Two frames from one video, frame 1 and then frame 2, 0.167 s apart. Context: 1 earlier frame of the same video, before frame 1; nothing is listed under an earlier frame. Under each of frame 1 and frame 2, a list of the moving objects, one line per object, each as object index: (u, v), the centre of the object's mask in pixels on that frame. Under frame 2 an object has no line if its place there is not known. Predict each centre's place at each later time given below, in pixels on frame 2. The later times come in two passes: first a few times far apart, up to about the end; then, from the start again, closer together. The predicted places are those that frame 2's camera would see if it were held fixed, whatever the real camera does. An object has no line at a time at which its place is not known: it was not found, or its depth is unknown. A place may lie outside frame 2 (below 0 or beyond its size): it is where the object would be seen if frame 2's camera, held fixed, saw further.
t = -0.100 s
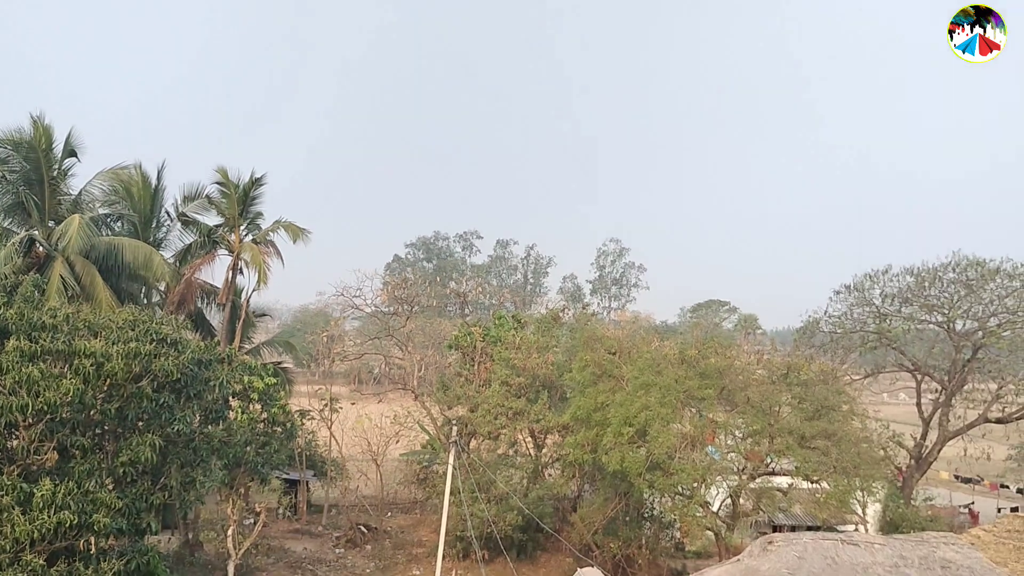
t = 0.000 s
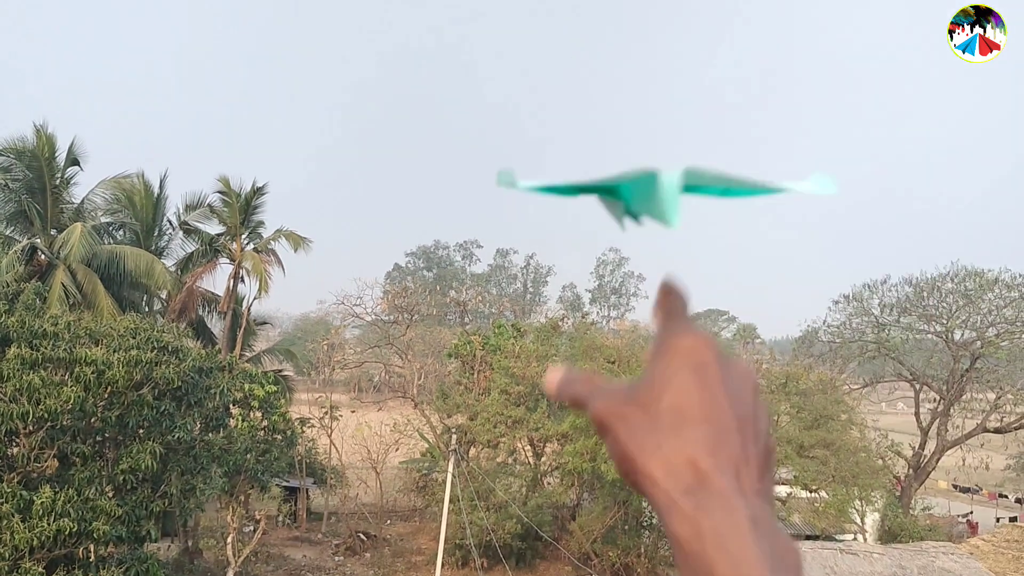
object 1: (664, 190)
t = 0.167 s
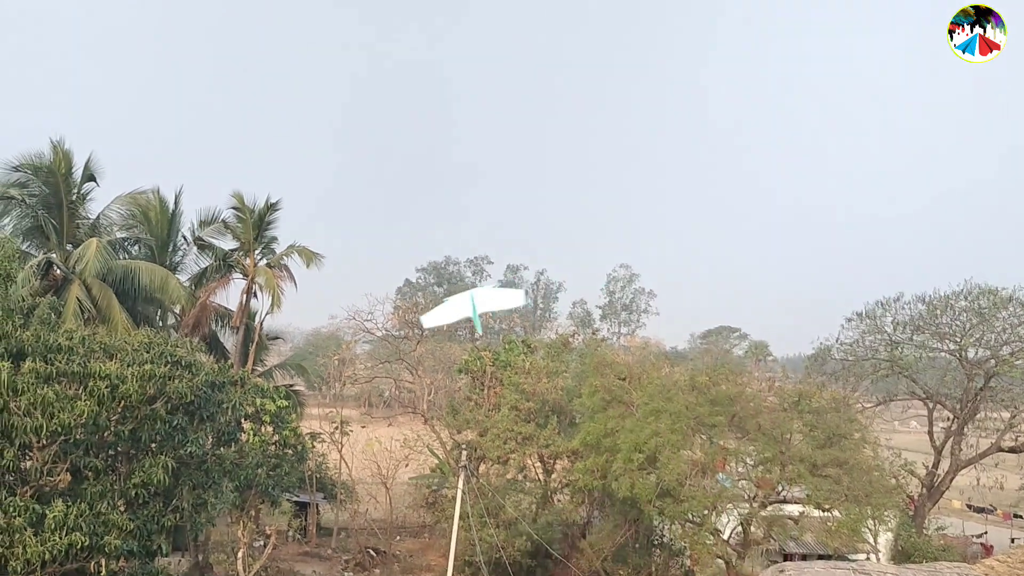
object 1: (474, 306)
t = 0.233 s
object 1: (438, 309)
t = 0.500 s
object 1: (360, 302)
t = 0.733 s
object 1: (321, 314)
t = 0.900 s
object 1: (303, 341)
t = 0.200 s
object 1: (455, 309)
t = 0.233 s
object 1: (438, 309)
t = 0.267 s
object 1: (424, 307)
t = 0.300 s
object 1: (411, 305)
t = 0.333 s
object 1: (400, 304)
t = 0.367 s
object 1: (390, 302)
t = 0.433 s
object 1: (374, 303)
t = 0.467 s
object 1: (366, 303)
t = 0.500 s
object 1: (360, 302)
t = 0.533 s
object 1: (353, 302)
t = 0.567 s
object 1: (347, 302)
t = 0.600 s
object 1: (341, 302)
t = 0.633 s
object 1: (336, 304)
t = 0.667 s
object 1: (331, 307)
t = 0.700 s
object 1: (326, 310)
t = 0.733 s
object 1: (321, 314)
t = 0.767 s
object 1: (317, 318)
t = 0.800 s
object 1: (313, 323)
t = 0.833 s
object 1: (309, 328)
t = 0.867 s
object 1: (307, 335)
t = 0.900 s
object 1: (303, 341)
